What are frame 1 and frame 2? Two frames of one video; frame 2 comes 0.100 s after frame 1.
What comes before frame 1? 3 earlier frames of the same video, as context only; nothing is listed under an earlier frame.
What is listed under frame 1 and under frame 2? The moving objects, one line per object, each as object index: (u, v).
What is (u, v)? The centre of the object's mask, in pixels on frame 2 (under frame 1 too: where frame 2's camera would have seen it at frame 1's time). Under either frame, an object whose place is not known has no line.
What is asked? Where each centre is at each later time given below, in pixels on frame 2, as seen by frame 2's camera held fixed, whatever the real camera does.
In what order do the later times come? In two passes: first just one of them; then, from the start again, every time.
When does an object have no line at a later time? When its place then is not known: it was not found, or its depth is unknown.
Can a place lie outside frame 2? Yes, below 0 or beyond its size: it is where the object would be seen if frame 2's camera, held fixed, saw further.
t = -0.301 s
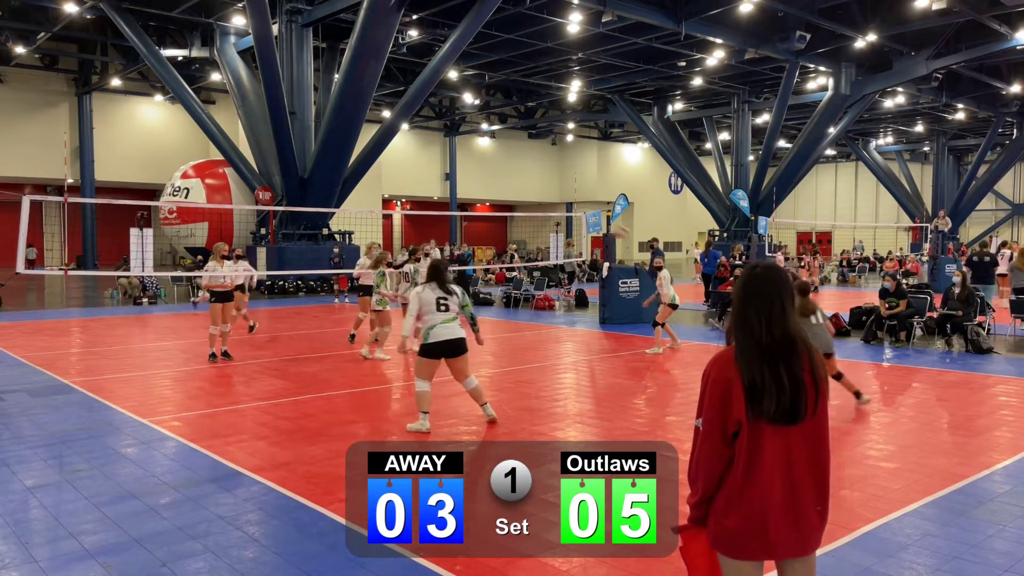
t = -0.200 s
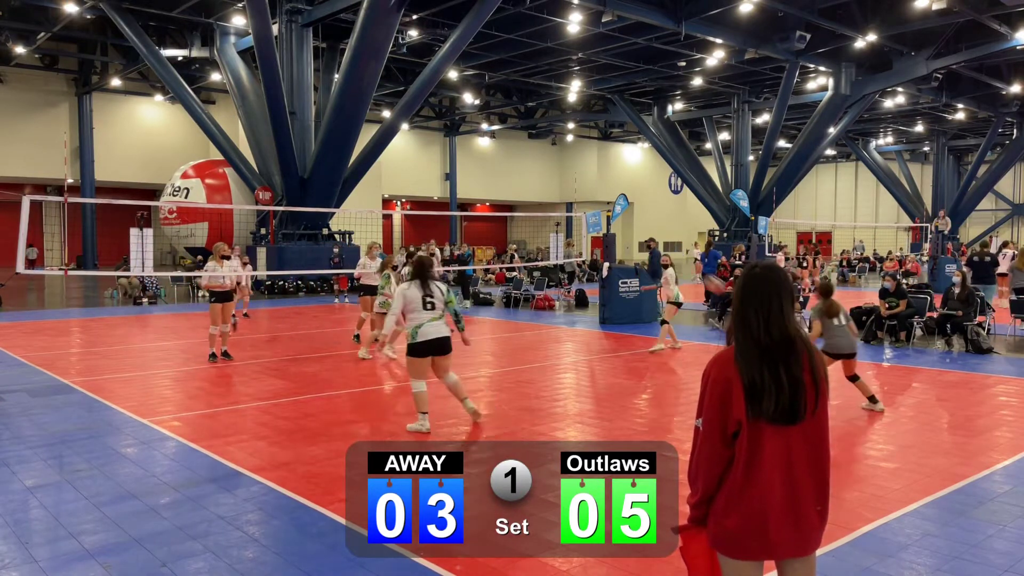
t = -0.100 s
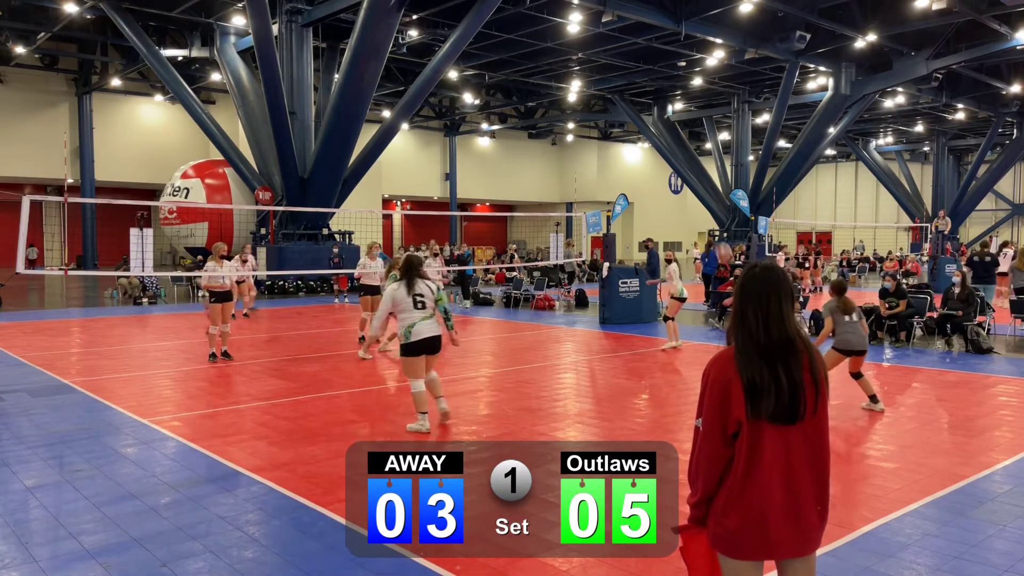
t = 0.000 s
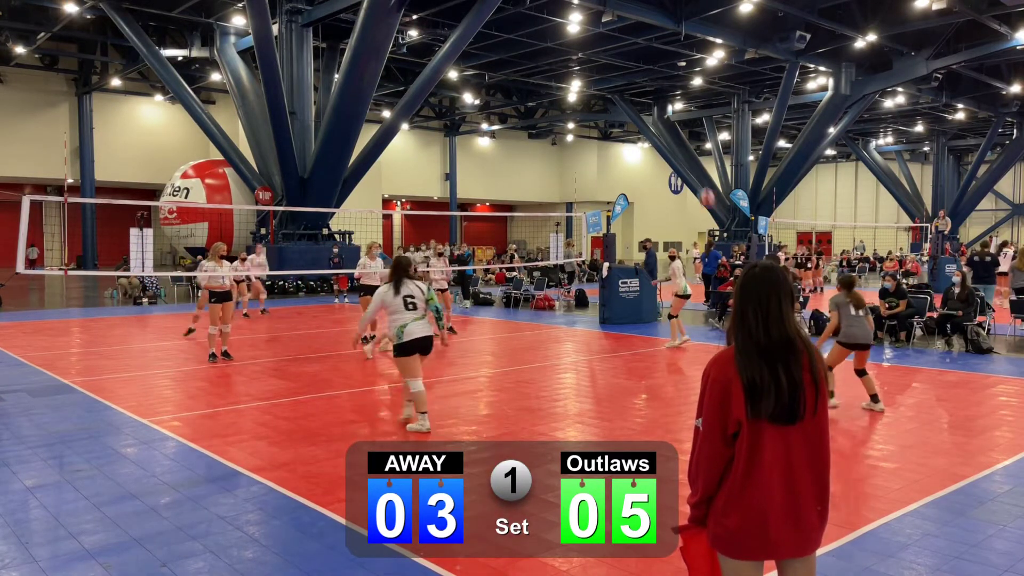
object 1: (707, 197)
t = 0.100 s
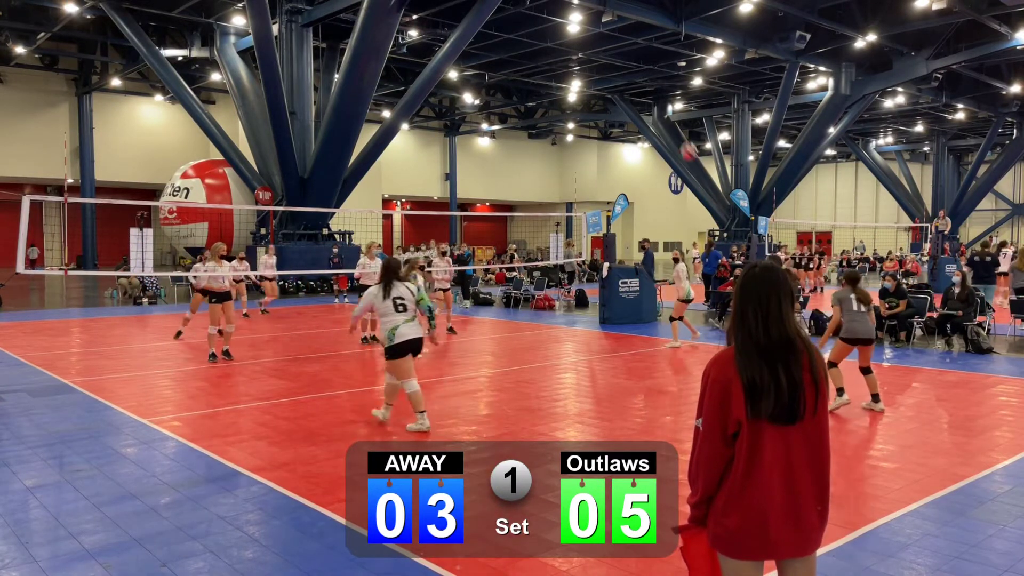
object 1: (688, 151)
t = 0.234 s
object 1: (667, 103)
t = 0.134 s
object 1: (683, 138)
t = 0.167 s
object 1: (678, 124)
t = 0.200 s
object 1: (673, 116)
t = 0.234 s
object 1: (667, 103)
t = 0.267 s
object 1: (662, 94)
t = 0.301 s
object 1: (657, 85)
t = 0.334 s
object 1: (652, 78)
